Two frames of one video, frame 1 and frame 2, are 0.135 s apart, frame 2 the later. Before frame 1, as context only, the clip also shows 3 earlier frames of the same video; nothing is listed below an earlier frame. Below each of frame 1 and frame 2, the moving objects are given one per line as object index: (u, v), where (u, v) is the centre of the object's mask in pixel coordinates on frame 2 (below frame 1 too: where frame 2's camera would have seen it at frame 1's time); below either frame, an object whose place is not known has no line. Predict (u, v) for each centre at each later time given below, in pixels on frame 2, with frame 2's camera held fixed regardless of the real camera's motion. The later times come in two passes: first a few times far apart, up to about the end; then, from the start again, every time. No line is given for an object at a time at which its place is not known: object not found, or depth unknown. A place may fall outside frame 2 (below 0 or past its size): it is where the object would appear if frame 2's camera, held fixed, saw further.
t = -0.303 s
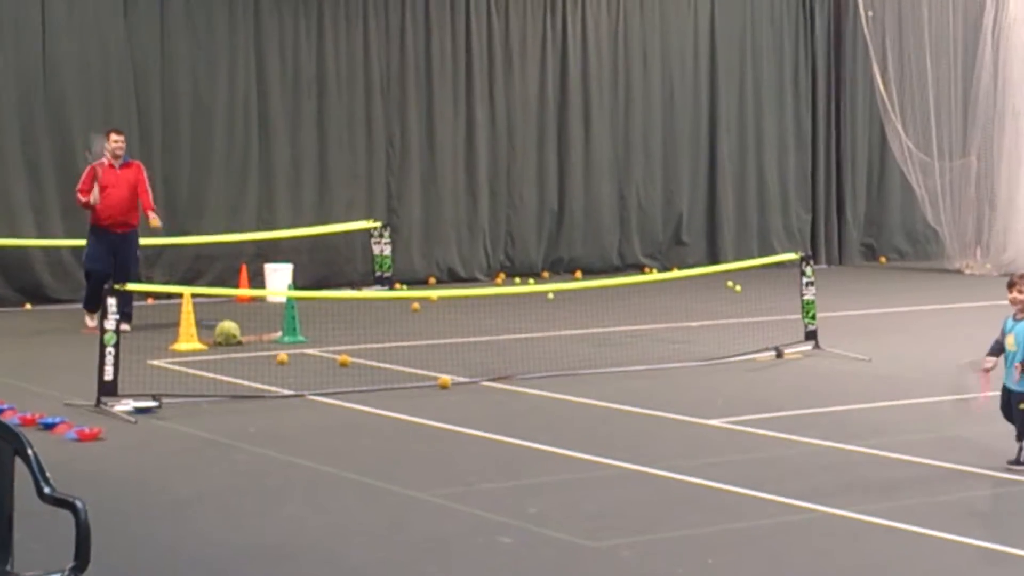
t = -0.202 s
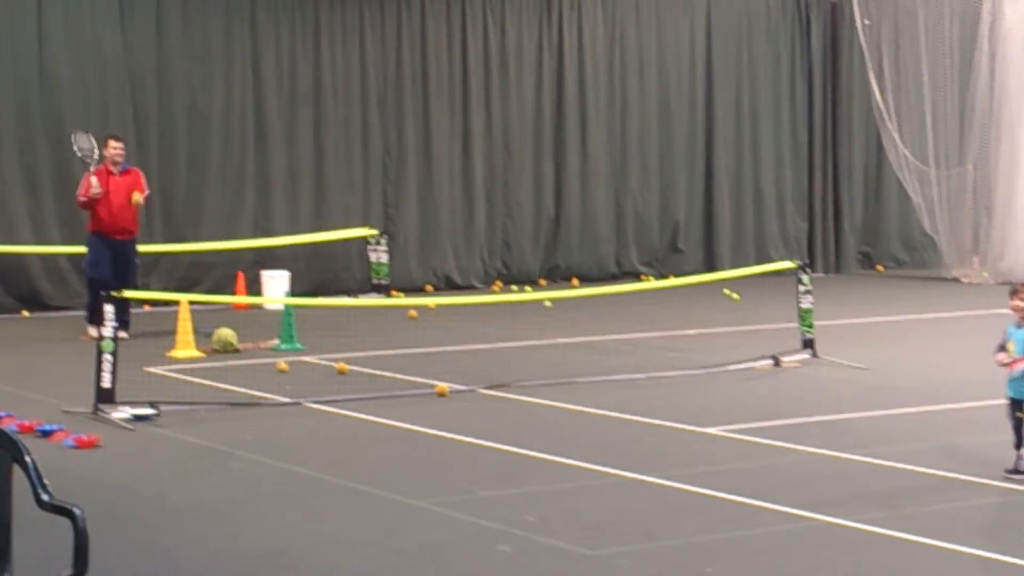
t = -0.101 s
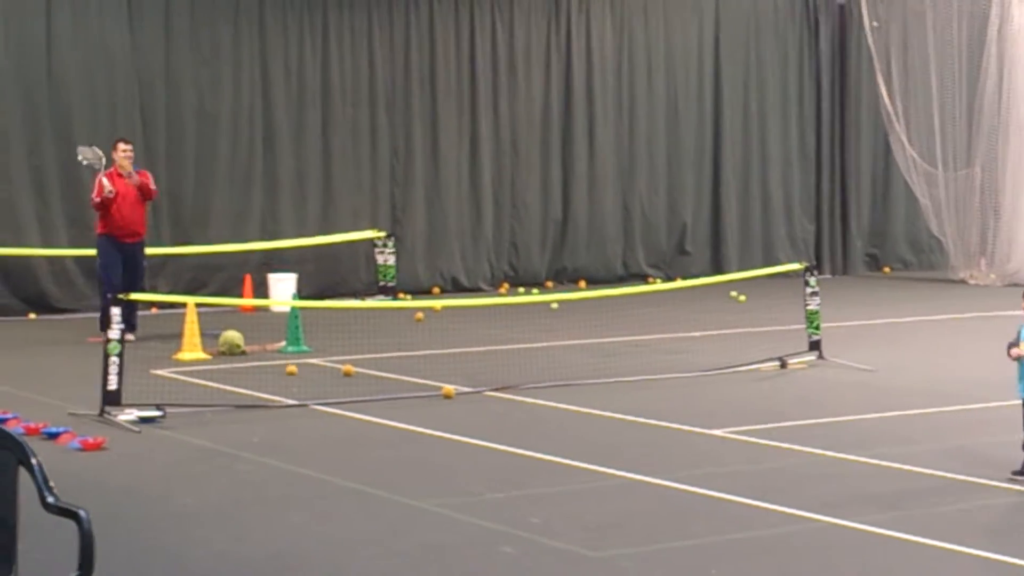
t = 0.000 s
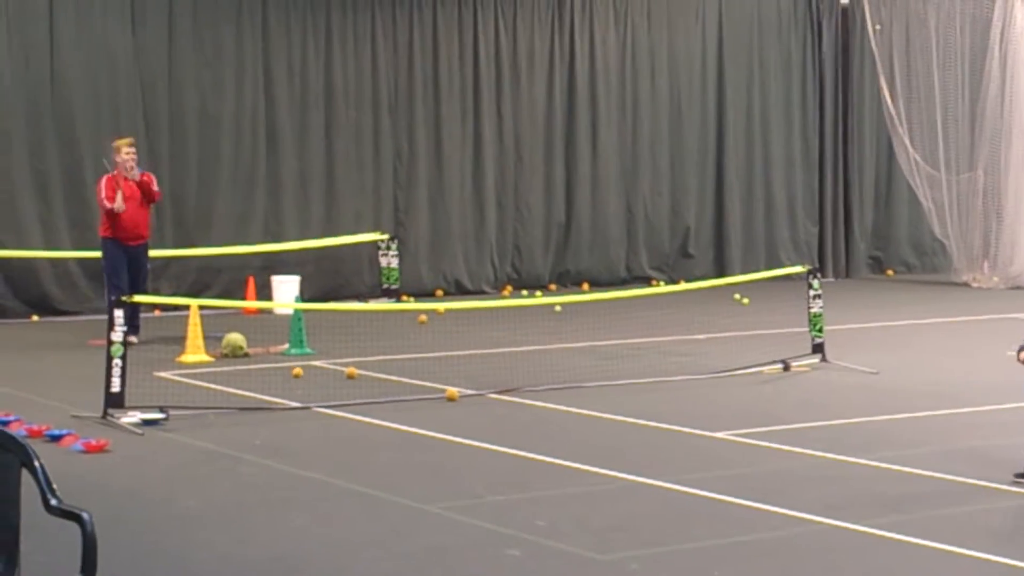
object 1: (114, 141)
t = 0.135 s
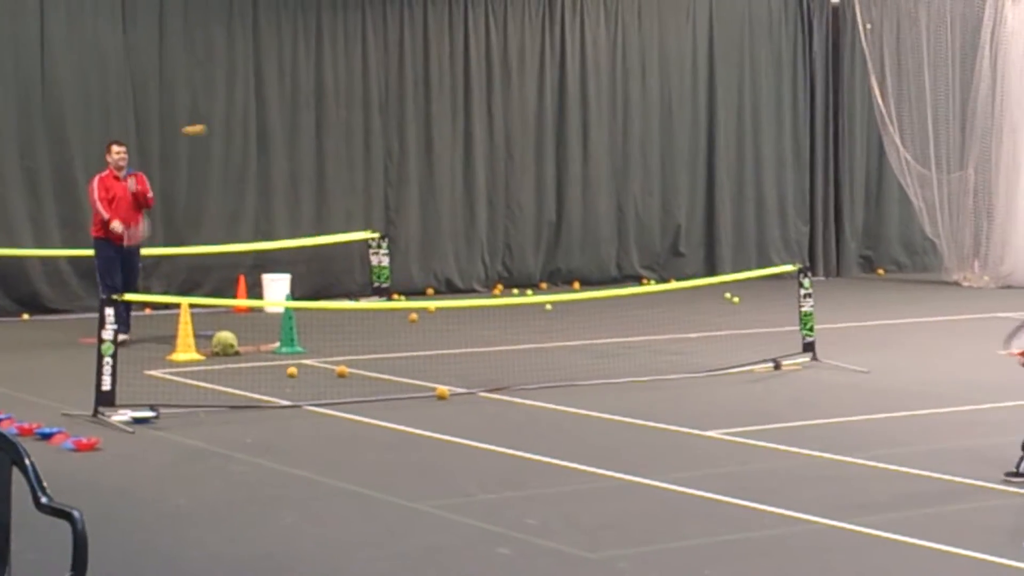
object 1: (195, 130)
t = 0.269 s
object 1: (278, 133)
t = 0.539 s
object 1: (458, 200)
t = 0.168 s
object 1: (215, 129)
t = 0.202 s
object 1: (236, 129)
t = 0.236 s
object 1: (256, 130)
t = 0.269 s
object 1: (278, 133)
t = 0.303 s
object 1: (300, 137)
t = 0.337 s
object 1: (320, 142)
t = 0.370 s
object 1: (342, 148)
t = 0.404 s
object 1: (365, 156)
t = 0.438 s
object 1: (388, 165)
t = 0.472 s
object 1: (410, 174)
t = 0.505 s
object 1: (434, 187)
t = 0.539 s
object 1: (458, 200)
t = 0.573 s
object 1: (482, 214)
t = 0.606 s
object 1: (505, 231)
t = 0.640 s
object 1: (533, 249)
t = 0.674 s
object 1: (557, 269)
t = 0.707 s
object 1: (583, 286)
